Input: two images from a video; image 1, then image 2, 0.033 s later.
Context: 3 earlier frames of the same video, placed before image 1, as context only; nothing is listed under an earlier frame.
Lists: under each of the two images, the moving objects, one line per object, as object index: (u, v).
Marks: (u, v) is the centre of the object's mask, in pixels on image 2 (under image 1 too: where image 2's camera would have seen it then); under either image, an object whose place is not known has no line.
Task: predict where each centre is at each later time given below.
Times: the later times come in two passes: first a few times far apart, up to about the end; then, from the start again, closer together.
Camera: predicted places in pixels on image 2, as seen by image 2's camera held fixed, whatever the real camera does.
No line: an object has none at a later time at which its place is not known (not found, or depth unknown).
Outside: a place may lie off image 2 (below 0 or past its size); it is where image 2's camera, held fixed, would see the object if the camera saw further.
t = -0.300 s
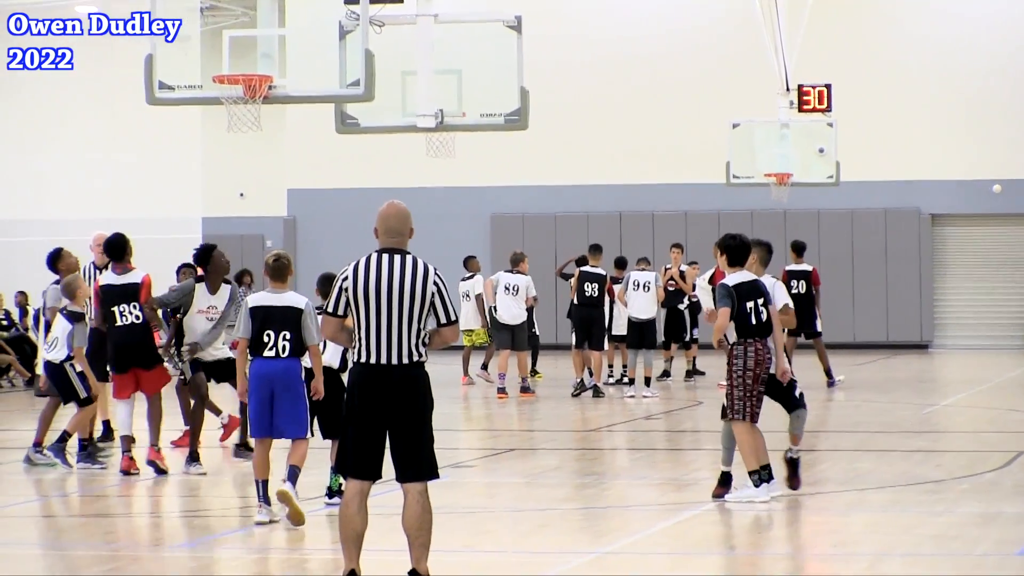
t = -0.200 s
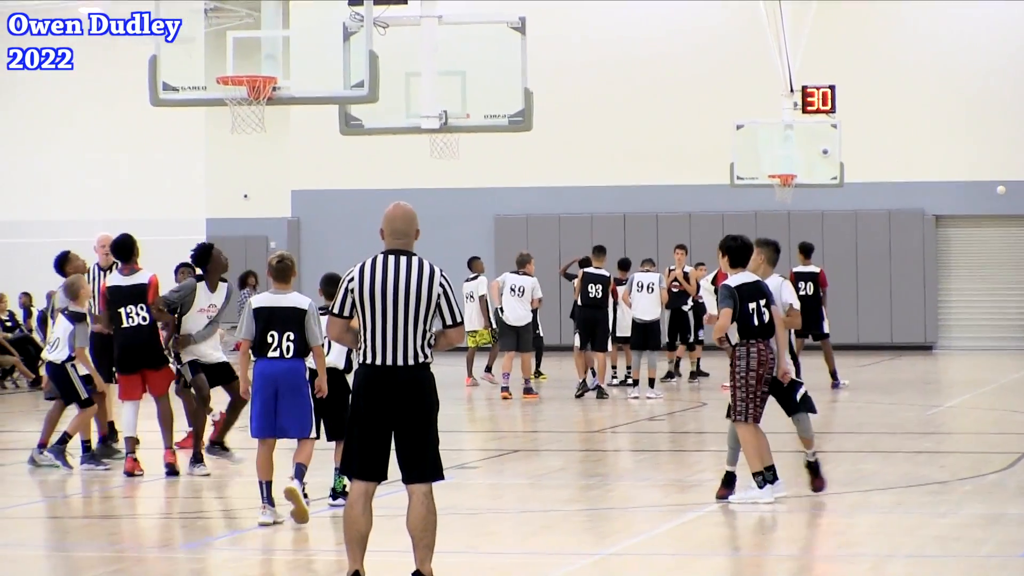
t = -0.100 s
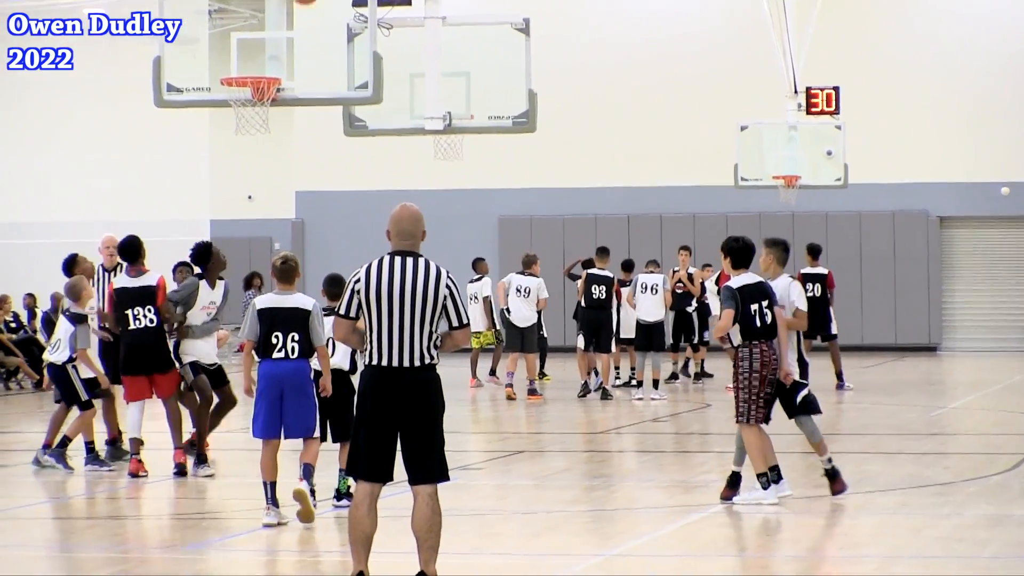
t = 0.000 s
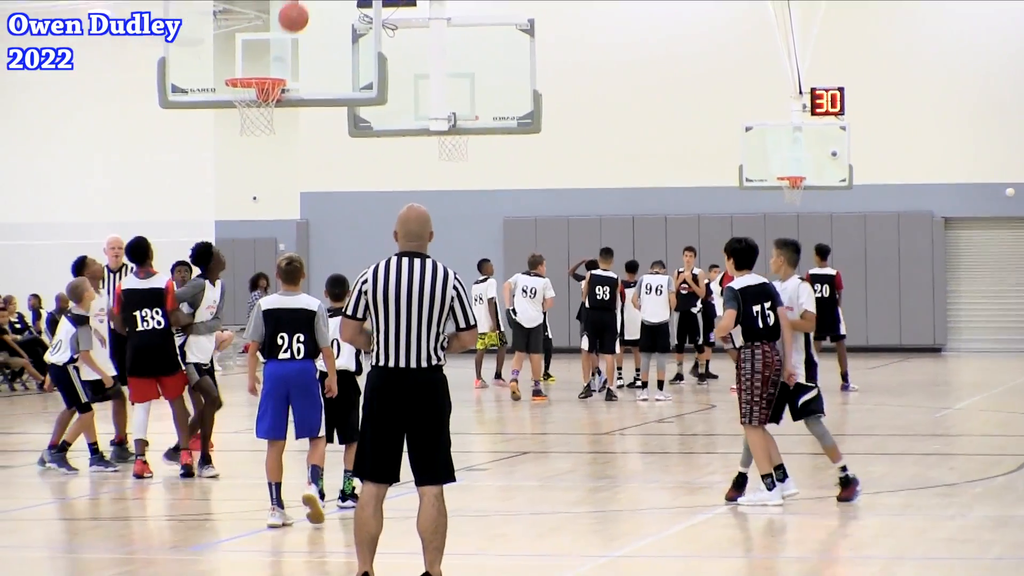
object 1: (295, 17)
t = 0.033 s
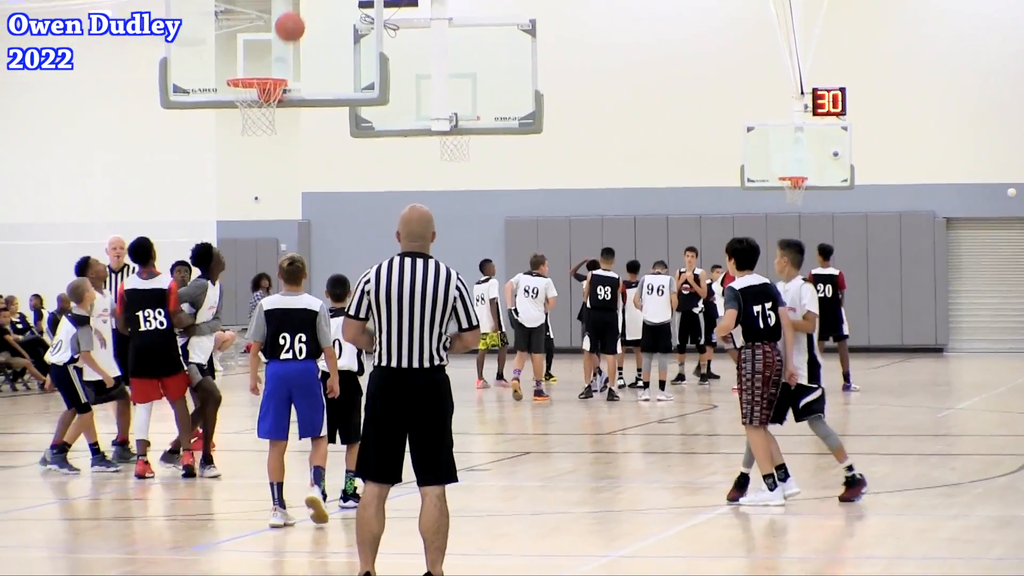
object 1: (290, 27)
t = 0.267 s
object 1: (254, 99)
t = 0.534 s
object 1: (229, 151)
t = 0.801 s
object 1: (207, 214)
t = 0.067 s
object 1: (284, 36)
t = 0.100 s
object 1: (279, 47)
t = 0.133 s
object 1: (274, 56)
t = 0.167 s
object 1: (269, 65)
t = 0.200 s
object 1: (263, 76)
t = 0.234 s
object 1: (261, 91)
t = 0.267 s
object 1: (254, 99)
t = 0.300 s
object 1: (248, 110)
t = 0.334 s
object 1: (245, 116)
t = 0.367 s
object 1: (242, 122)
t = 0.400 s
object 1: (239, 127)
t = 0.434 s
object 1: (237, 132)
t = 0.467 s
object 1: (234, 138)
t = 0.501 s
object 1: (231, 144)
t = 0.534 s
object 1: (229, 151)
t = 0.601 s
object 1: (223, 165)
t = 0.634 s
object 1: (220, 172)
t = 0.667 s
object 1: (217, 180)
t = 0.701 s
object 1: (215, 188)
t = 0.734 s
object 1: (212, 197)
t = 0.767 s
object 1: (210, 206)
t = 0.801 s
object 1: (207, 214)
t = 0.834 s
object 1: (204, 224)
